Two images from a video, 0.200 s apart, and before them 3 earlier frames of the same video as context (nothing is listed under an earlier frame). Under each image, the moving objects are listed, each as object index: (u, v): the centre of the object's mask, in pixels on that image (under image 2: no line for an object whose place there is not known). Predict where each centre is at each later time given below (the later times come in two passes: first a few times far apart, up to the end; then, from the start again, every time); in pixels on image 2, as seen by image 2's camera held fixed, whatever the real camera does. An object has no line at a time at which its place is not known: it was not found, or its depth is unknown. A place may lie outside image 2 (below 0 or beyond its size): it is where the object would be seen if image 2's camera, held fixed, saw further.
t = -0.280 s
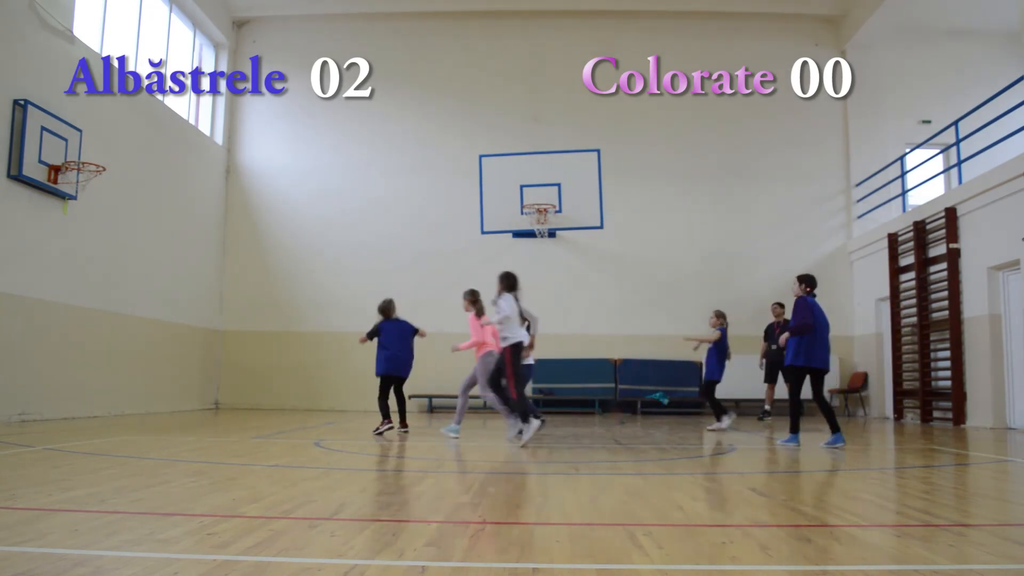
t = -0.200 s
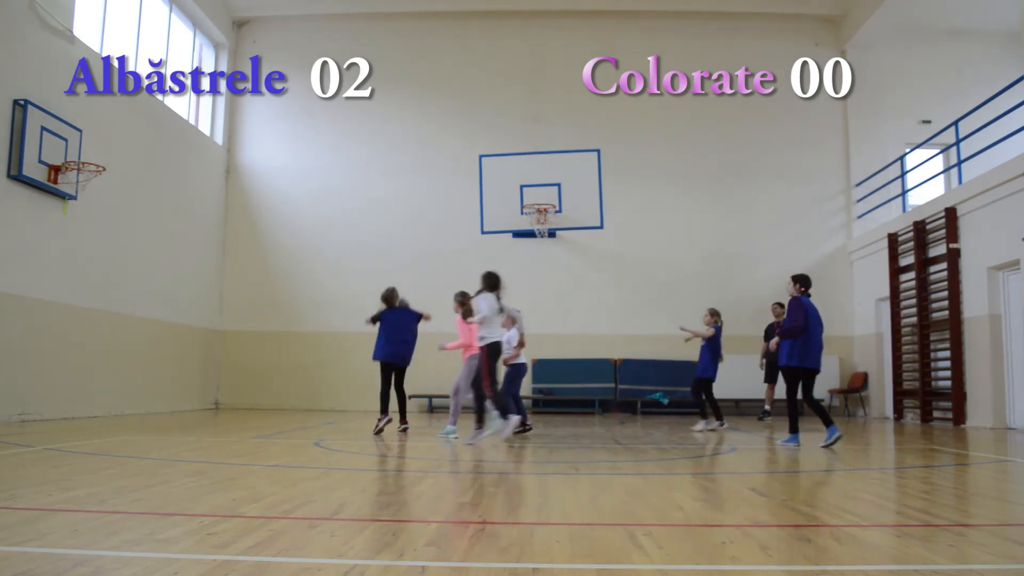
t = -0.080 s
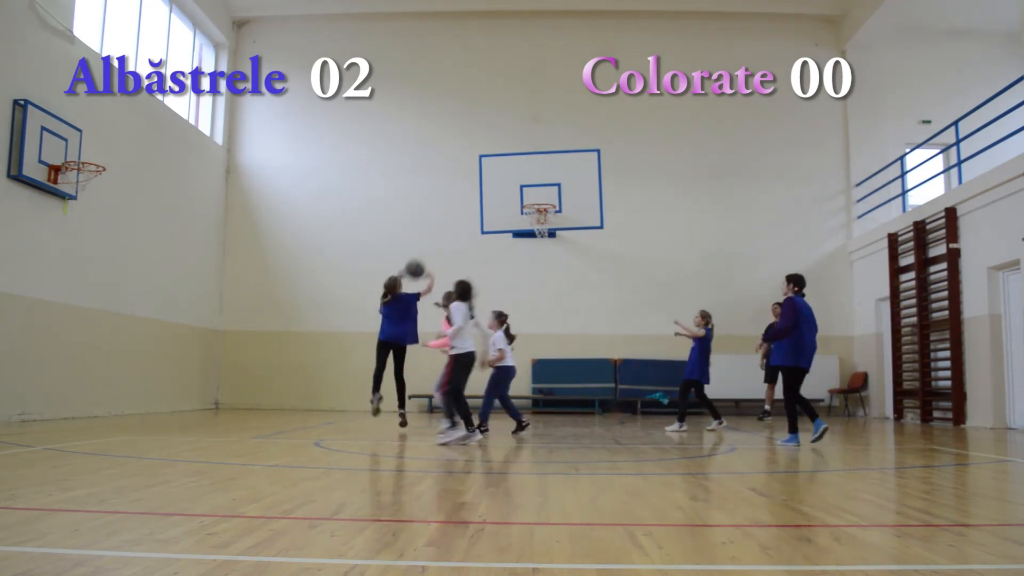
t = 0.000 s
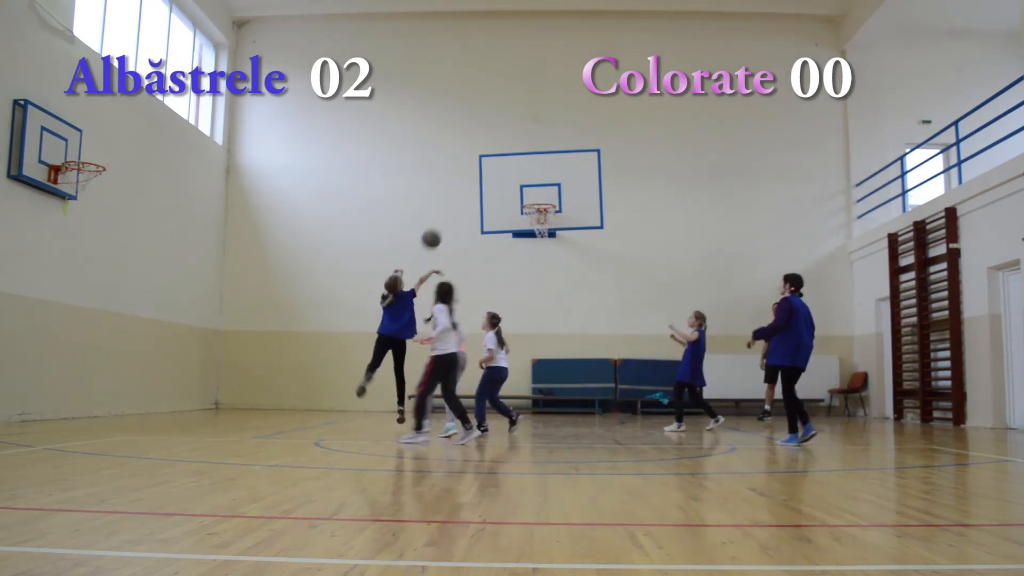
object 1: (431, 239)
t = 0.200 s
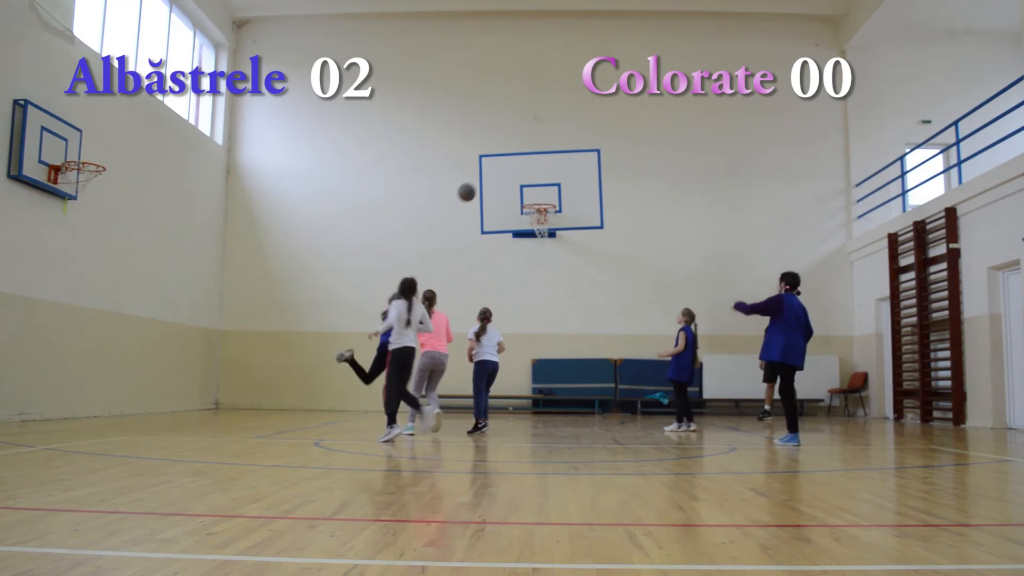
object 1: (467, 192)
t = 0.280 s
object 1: (479, 184)
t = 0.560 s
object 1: (515, 190)
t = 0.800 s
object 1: (520, 190)
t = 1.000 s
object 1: (517, 198)
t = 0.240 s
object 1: (473, 187)
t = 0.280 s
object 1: (479, 184)
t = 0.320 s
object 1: (485, 181)
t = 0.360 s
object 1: (490, 180)
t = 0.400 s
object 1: (496, 180)
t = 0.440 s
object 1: (501, 181)
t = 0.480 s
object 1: (506, 183)
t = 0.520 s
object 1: (511, 186)
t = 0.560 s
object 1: (515, 190)
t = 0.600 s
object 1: (519, 195)
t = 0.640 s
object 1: (520, 195)
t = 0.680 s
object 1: (521, 197)
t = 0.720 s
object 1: (521, 195)
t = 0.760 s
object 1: (520, 192)
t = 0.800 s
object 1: (520, 190)
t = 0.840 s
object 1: (519, 189)
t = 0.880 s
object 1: (518, 190)
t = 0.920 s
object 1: (518, 191)
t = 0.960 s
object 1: (517, 194)
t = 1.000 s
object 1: (517, 198)
